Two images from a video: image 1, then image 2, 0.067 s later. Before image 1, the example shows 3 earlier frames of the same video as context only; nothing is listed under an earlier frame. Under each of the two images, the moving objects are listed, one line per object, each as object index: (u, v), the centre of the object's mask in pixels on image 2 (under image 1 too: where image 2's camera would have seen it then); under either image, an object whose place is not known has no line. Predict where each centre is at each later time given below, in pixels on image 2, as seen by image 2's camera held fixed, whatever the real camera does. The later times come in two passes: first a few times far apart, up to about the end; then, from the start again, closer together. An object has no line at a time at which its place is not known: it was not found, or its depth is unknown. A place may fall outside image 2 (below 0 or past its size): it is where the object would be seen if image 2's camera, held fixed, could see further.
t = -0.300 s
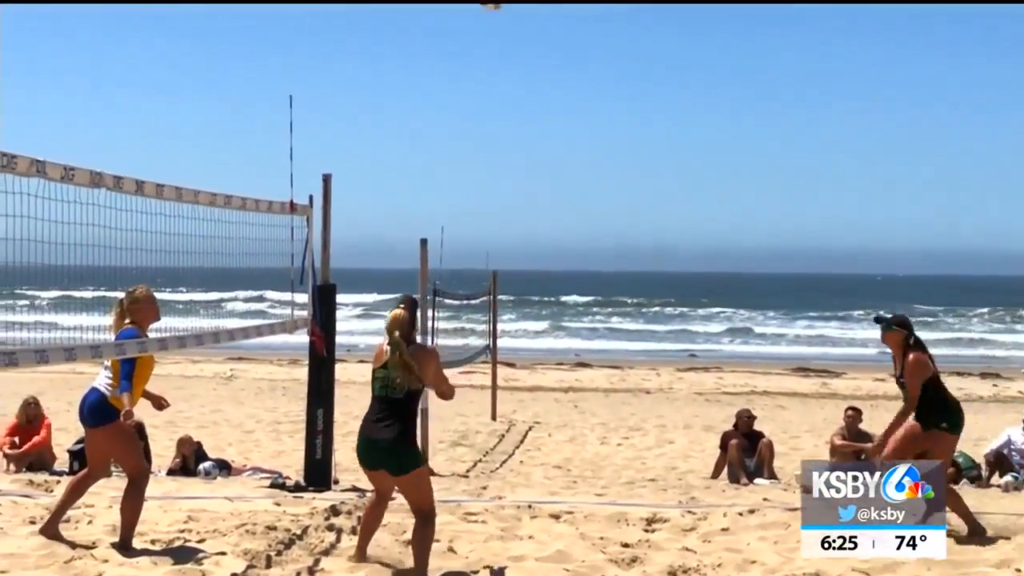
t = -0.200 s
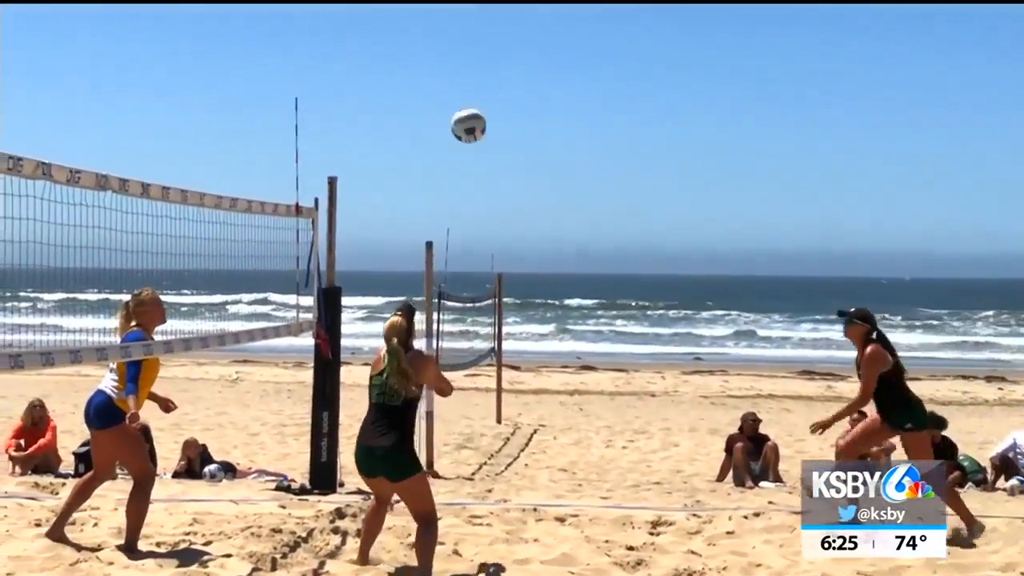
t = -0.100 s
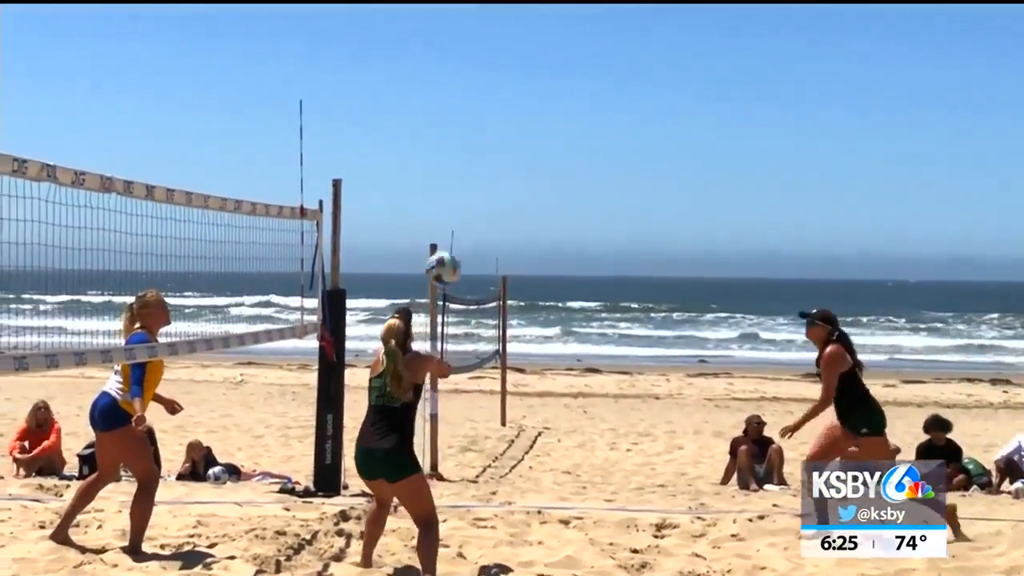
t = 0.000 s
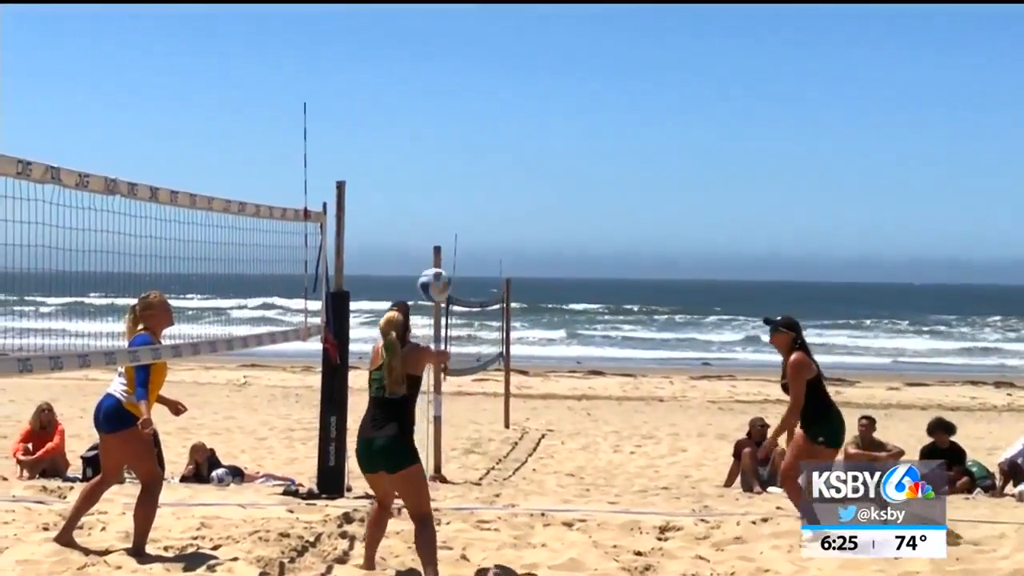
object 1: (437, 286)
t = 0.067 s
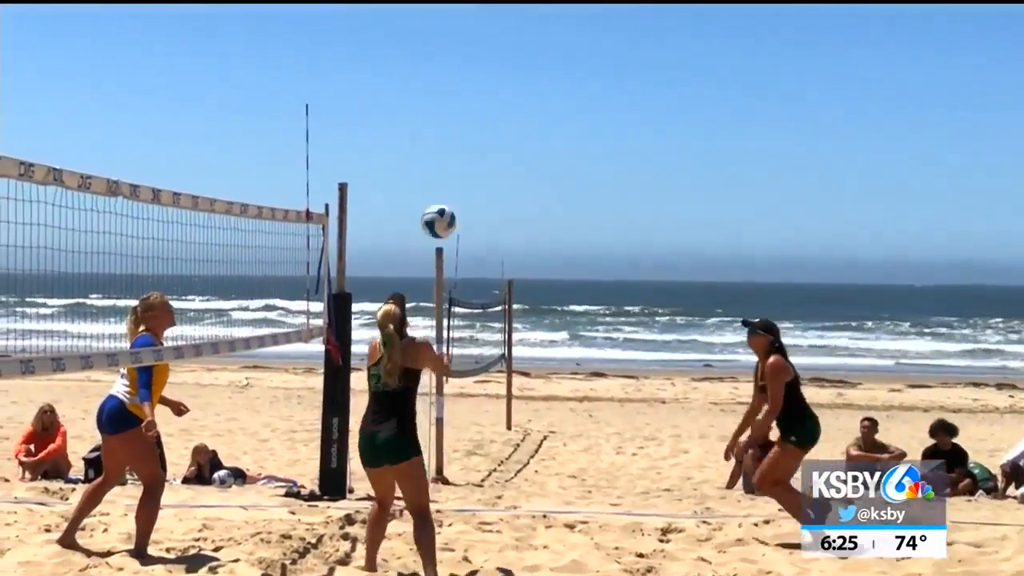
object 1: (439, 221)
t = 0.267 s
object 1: (443, 70)
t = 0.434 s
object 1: (445, 1)
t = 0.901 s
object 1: (446, 11)
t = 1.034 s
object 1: (445, 72)
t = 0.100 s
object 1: (439, 191)
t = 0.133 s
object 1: (440, 163)
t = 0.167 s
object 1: (441, 137)
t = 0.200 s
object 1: (441, 113)
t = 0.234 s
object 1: (442, 90)
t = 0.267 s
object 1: (443, 70)
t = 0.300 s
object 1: (443, 52)
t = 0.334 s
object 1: (443, 35)
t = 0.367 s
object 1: (444, 20)
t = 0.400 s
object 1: (444, 8)
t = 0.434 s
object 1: (445, 1)
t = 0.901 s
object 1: (446, 11)
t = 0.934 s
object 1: (446, 24)
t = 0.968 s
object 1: (445, 38)
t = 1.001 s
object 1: (445, 55)
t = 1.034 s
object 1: (445, 72)
